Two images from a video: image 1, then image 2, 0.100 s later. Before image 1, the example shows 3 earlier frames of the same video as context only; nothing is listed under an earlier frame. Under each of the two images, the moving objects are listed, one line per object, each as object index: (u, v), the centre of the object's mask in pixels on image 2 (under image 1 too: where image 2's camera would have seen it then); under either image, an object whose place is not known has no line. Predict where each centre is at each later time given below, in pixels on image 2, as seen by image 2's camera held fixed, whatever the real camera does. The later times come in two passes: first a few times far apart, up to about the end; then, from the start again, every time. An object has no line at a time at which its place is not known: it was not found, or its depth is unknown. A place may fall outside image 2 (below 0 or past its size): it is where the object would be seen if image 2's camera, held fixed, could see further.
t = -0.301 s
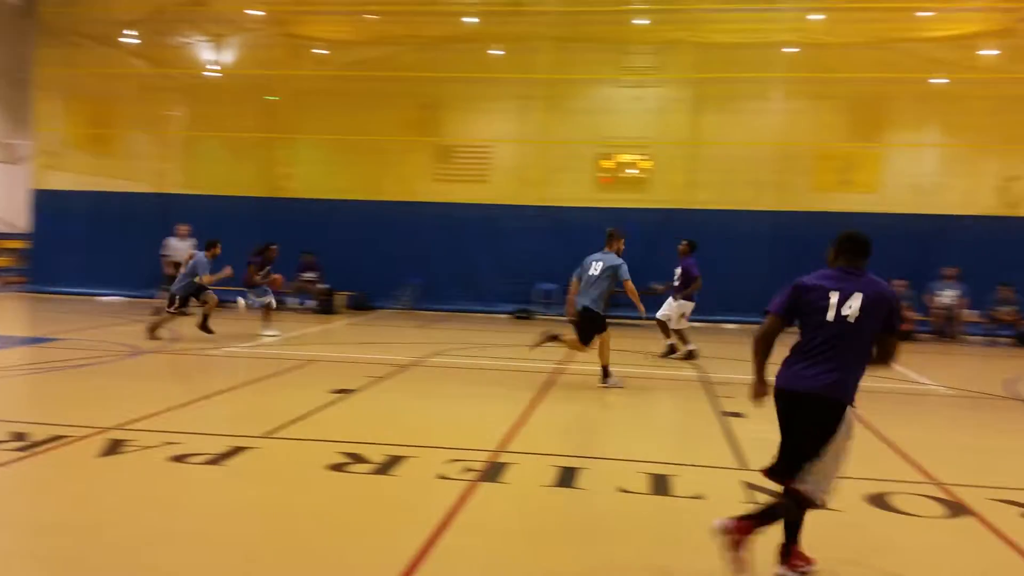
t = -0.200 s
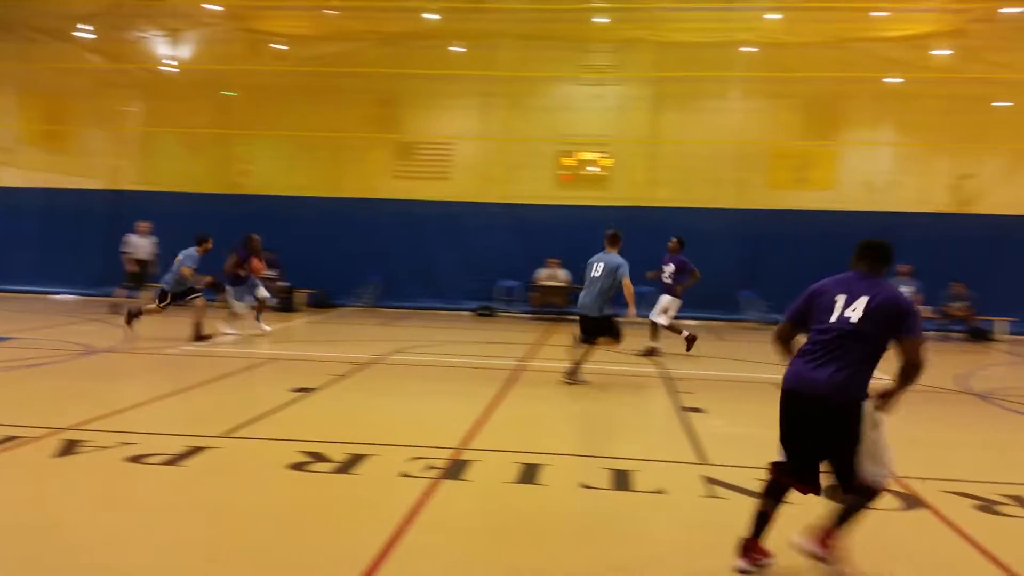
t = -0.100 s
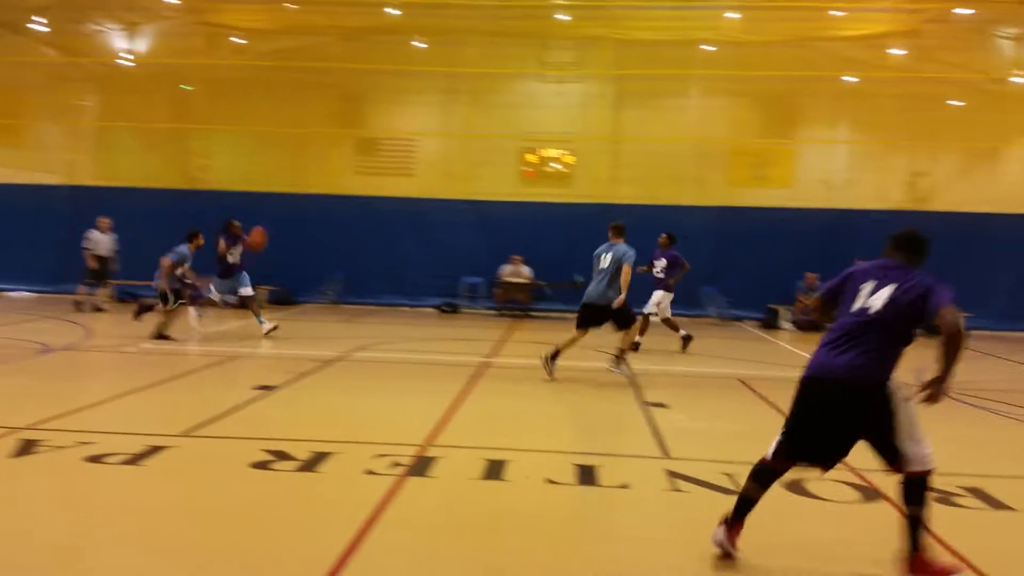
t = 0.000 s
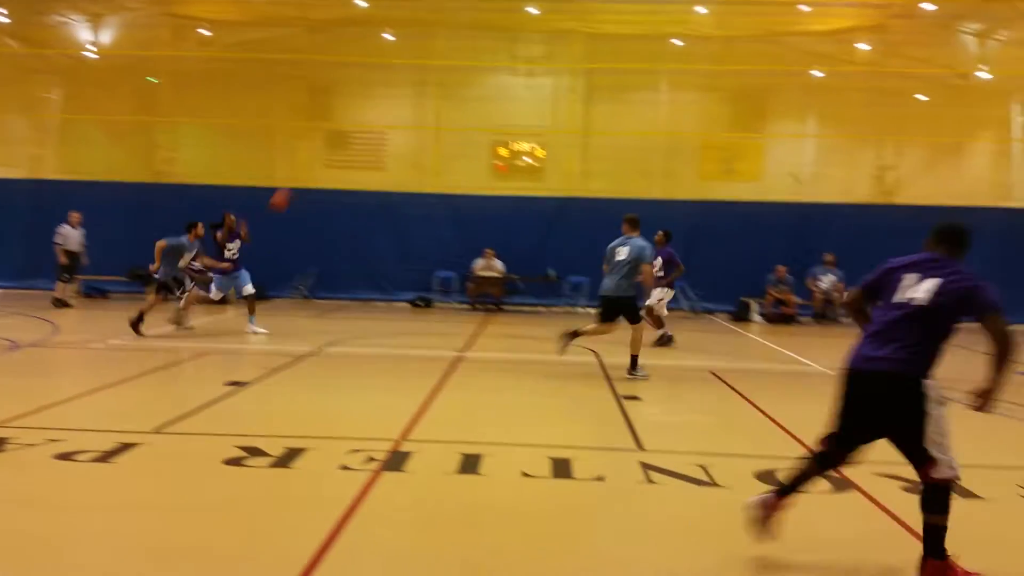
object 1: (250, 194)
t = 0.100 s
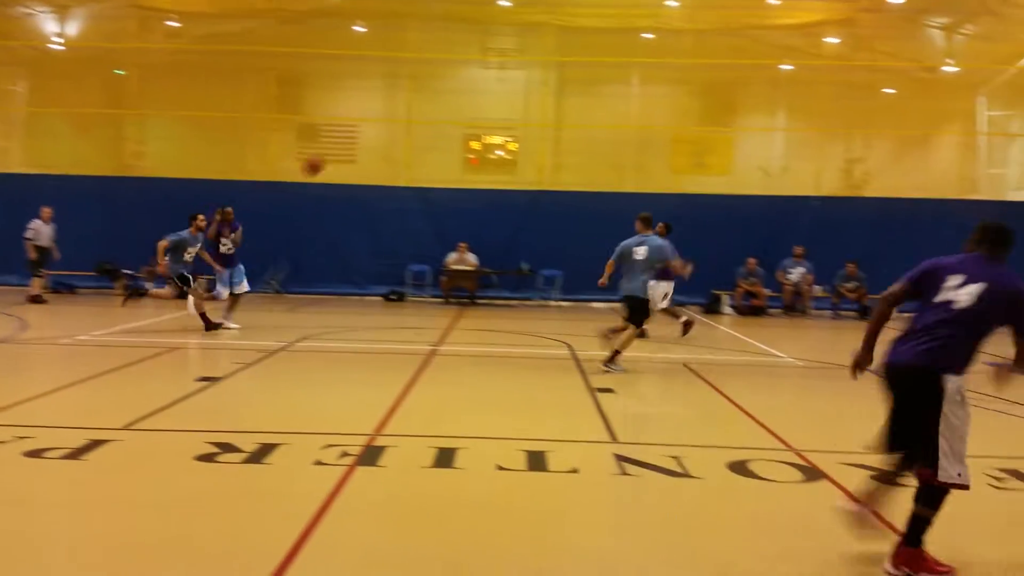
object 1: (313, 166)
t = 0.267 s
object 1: (434, 125)
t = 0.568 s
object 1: (740, 88)
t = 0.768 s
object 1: (1087, 117)
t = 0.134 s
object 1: (335, 157)
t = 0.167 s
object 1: (358, 148)
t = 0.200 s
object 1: (383, 139)
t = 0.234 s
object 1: (407, 132)
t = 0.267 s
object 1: (434, 125)
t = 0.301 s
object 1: (461, 118)
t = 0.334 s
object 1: (489, 112)
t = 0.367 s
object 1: (521, 105)
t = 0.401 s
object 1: (553, 99)
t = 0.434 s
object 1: (587, 96)
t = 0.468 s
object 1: (622, 92)
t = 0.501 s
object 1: (659, 90)
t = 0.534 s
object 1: (698, 88)
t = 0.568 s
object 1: (740, 88)
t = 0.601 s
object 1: (787, 89)
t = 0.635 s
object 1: (836, 91)
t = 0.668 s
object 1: (892, 95)
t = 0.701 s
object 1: (954, 100)
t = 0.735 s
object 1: (1016, 106)
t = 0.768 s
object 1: (1087, 117)
